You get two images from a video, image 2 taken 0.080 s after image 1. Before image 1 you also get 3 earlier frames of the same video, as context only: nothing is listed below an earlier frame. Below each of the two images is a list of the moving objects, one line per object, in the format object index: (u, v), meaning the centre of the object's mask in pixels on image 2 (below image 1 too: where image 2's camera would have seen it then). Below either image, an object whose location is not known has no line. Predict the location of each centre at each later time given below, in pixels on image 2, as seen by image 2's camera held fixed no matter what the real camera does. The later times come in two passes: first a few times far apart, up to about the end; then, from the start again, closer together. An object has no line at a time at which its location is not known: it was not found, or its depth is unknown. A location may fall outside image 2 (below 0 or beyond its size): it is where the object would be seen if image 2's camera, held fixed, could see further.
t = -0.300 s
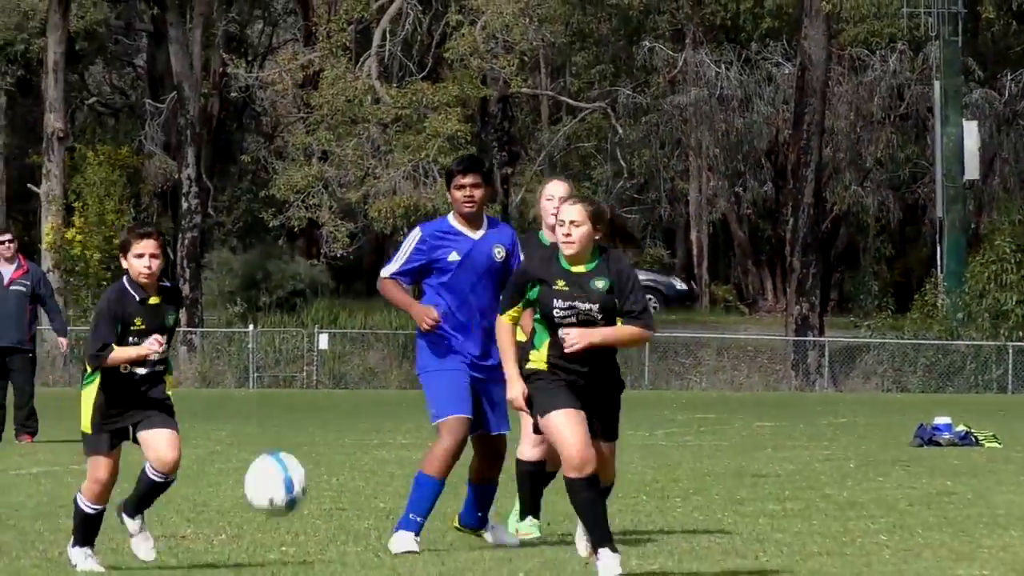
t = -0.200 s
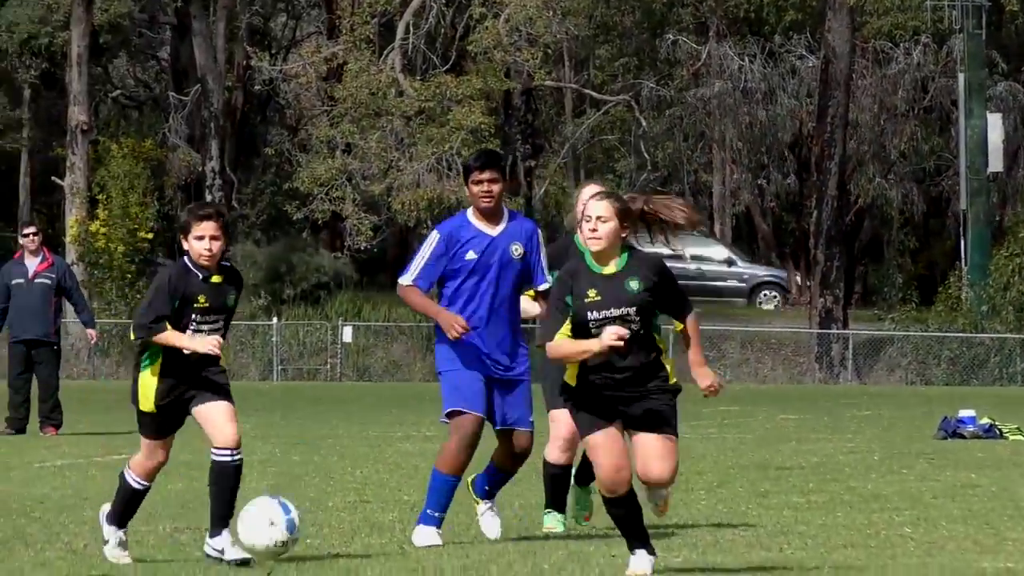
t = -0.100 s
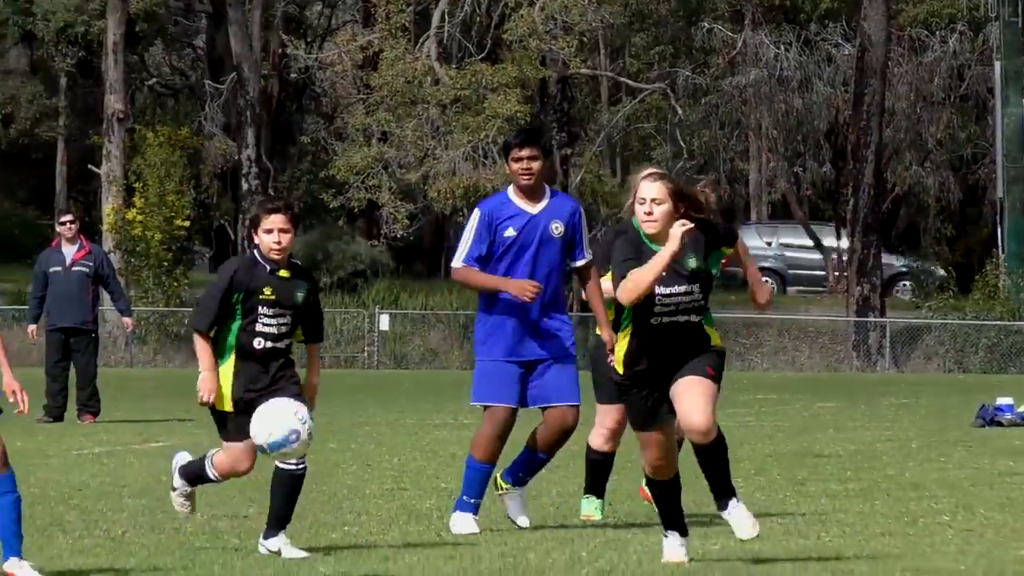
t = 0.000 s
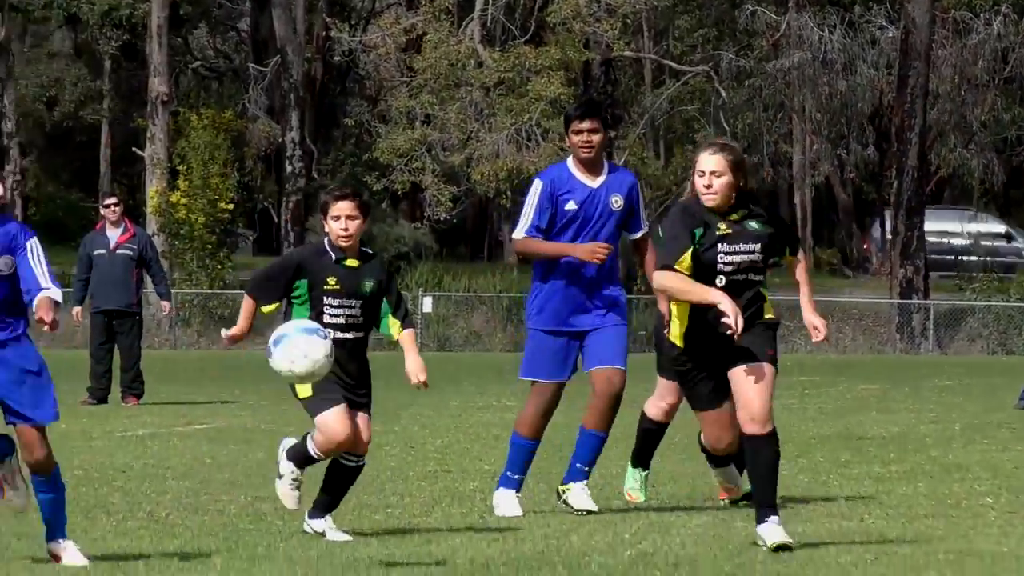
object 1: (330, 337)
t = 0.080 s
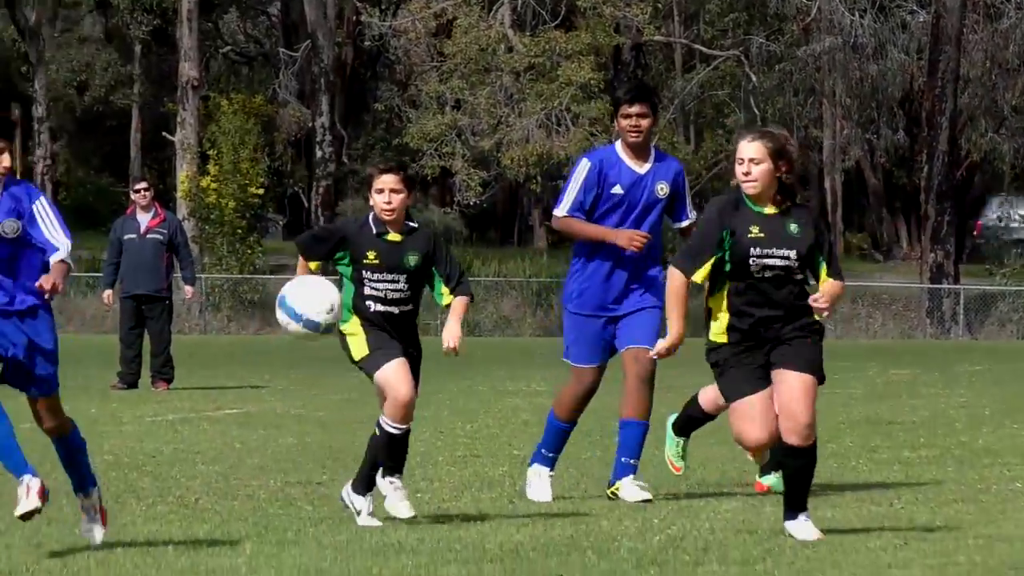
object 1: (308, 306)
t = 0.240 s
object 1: (265, 300)
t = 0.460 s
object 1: (205, 433)
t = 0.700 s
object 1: (116, 474)
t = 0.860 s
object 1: (43, 442)
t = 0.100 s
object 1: (303, 301)
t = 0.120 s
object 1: (297, 296)
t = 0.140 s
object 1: (292, 294)
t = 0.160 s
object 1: (287, 295)
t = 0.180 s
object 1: (281, 293)
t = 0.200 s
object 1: (276, 296)
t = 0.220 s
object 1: (271, 298)
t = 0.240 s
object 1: (265, 300)
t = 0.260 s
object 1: (259, 305)
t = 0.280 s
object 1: (254, 314)
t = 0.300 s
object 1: (249, 320)
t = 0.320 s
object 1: (244, 331)
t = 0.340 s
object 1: (238, 342)
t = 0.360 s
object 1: (232, 352)
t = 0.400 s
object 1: (221, 380)
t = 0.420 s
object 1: (216, 395)
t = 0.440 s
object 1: (211, 413)
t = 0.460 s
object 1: (205, 433)
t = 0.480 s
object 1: (200, 453)
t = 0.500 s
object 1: (193, 475)
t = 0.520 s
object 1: (188, 499)
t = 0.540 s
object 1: (181, 525)
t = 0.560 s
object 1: (176, 551)
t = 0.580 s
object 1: (168, 551)
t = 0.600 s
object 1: (159, 535)
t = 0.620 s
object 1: (150, 521)
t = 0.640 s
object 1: (142, 506)
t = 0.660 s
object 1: (133, 496)
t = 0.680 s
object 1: (125, 484)
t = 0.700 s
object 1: (116, 474)
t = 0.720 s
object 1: (108, 466)
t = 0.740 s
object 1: (99, 458)
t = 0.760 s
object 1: (90, 451)
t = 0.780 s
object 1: (80, 447)
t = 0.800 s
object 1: (71, 443)
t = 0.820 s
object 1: (61, 442)
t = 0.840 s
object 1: (52, 441)
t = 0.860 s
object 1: (43, 442)
